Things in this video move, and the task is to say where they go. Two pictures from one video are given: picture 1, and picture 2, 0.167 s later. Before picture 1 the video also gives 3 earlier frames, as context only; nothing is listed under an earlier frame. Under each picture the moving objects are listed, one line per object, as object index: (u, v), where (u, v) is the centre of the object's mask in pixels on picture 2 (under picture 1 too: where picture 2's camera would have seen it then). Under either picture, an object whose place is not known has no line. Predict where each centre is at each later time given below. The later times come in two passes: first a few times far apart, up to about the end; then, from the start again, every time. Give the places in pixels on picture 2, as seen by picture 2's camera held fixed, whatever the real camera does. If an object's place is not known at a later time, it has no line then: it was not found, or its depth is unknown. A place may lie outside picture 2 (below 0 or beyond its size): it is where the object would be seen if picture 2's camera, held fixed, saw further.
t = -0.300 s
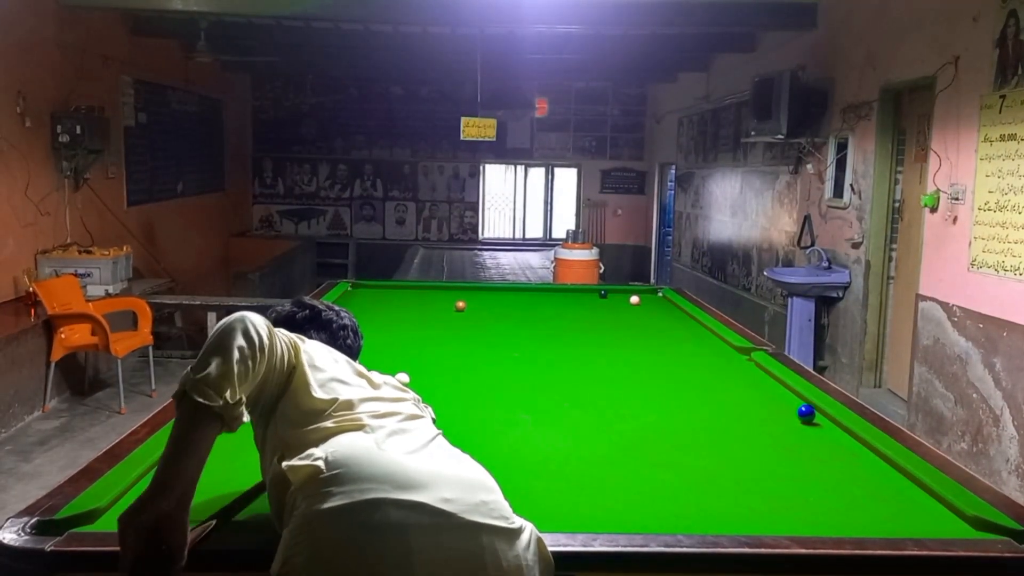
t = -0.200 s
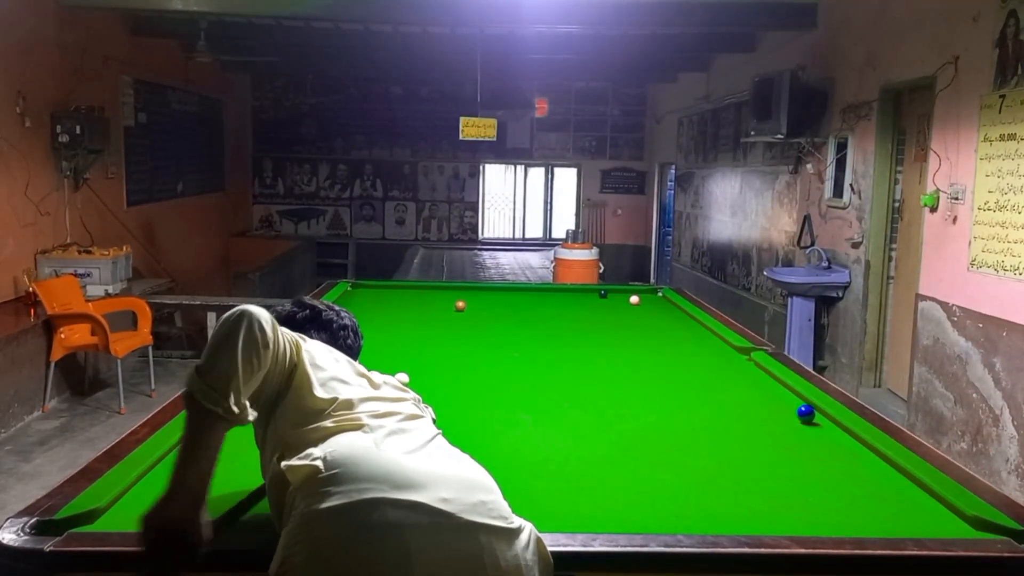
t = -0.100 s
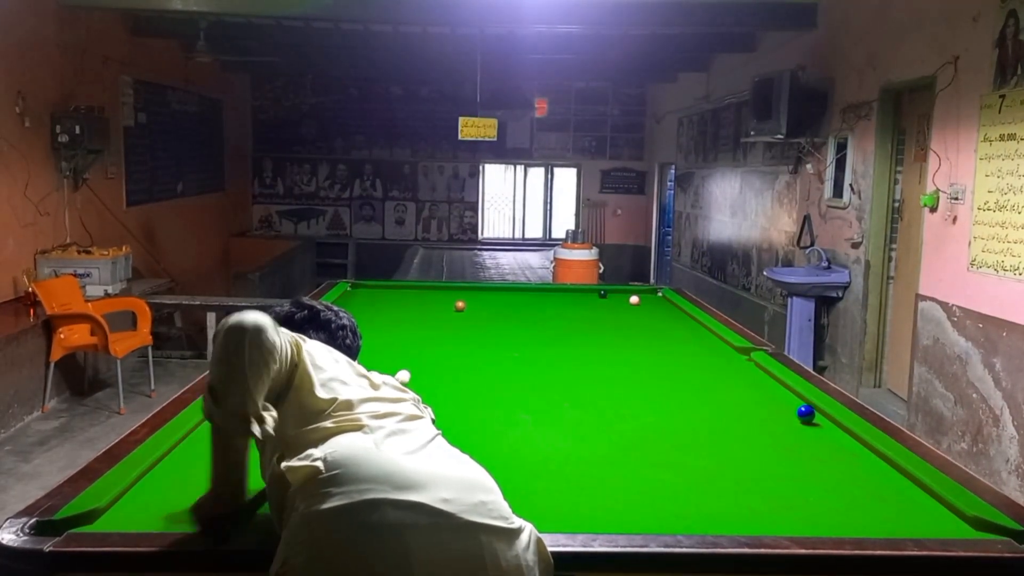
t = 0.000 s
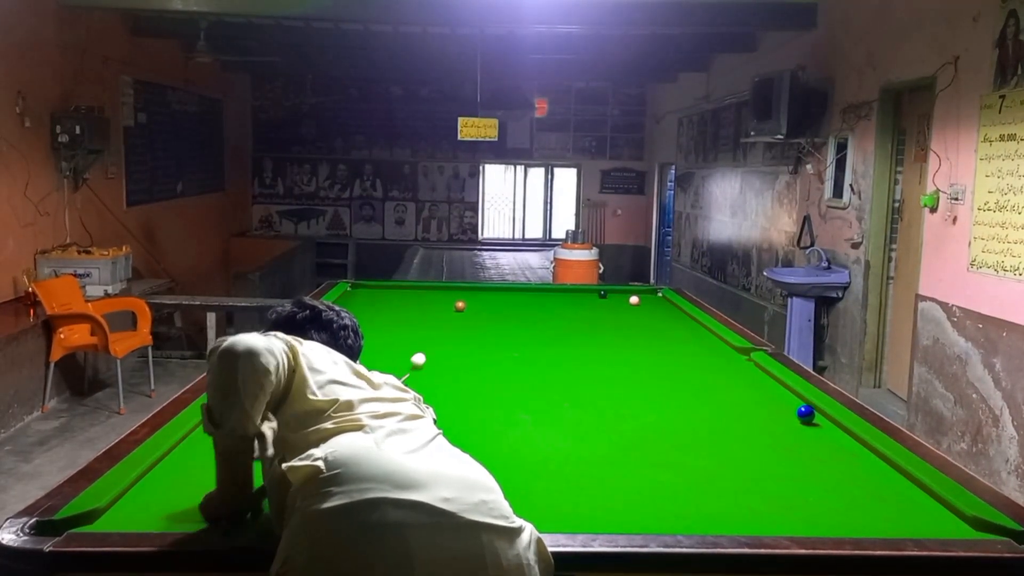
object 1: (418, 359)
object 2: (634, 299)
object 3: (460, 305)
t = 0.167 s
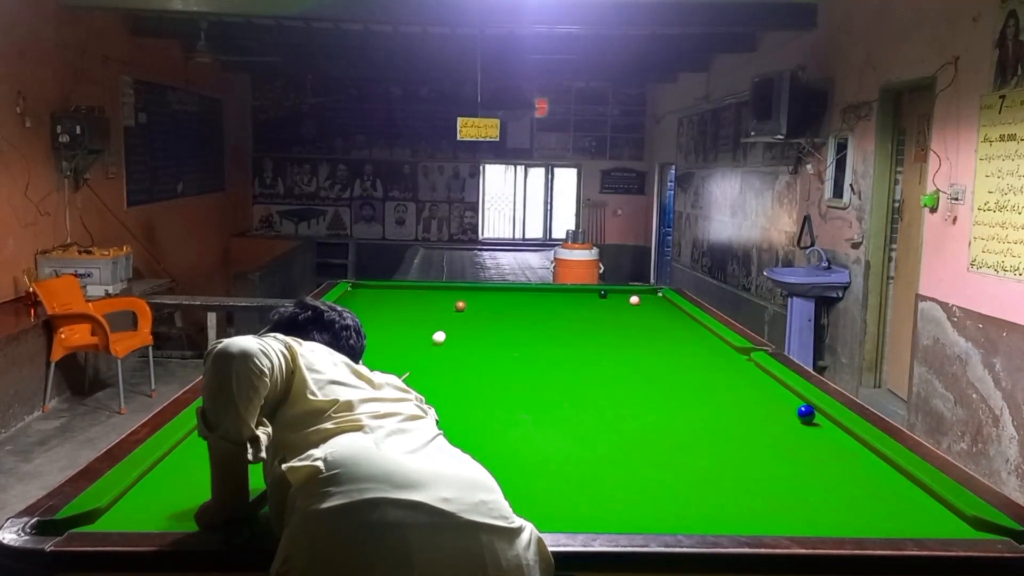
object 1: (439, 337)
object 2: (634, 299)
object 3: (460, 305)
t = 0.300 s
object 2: (634, 299)
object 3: (460, 305)
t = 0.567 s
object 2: (634, 299)
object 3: (446, 301)
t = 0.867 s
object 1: (547, 294)
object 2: (635, 299)
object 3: (408, 293)
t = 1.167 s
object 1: (596, 292)
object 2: (635, 299)
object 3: (377, 286)
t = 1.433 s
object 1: (611, 294)
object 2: (635, 300)
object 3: (354, 287)
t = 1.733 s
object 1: (629, 295)
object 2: (639, 304)
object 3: (362, 291)
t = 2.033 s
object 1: (645, 297)
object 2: (644, 307)
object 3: (371, 295)
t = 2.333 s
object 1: (659, 297)
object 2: (647, 310)
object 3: (382, 298)
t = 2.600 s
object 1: (661, 299)
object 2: (650, 312)
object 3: (390, 302)
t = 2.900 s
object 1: (658, 300)
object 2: (654, 314)
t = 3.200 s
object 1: (655, 301)
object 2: (656, 316)
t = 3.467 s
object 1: (653, 301)
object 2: (658, 318)
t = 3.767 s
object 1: (651, 302)
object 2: (661, 319)
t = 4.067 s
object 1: (651, 302)
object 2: (662, 320)
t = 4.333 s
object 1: (651, 302)
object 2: (662, 321)
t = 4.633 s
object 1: (651, 302)
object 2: (663, 320)
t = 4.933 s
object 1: (650, 302)
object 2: (663, 321)
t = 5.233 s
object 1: (650, 302)
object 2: (663, 320)
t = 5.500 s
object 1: (650, 302)
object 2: (663, 320)
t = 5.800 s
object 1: (650, 302)
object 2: (663, 320)
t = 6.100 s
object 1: (650, 302)
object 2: (663, 320)
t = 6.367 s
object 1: (651, 302)
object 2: (663, 320)
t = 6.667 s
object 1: (650, 302)
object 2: (663, 320)
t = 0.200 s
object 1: (442, 333)
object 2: (634, 299)
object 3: (460, 305)
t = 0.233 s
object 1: (446, 330)
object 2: (634, 299)
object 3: (460, 305)
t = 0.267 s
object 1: (449, 326)
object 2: (634, 299)
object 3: (460, 305)
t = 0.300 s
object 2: (634, 299)
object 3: (460, 305)
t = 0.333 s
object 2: (634, 299)
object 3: (460, 305)
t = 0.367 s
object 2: (634, 299)
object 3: (460, 305)
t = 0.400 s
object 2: (634, 299)
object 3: (460, 304)
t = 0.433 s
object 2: (634, 299)
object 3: (460, 303)
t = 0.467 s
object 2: (634, 299)
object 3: (459, 304)
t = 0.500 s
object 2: (634, 299)
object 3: (458, 304)
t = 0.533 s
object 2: (634, 299)
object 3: (452, 303)
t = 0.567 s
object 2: (634, 299)
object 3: (446, 301)
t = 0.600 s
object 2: (634, 299)
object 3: (441, 301)
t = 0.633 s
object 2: (634, 299)
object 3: (436, 300)
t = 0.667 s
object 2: (635, 299)
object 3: (431, 299)
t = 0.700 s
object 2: (635, 299)
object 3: (427, 298)
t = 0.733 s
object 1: (522, 299)
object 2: (635, 299)
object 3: (424, 297)
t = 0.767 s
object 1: (529, 298)
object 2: (635, 299)
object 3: (419, 296)
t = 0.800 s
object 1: (535, 297)
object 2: (635, 299)
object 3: (416, 295)
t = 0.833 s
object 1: (541, 295)
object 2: (635, 299)
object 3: (412, 294)
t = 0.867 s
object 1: (547, 294)
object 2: (635, 299)
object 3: (408, 293)
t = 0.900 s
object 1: (552, 293)
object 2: (635, 299)
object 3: (404, 293)
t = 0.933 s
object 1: (558, 292)
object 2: (635, 299)
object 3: (401, 292)
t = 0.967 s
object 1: (563, 291)
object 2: (635, 299)
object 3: (397, 292)
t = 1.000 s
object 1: (569, 290)
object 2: (635, 299)
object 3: (394, 291)
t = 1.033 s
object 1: (574, 289)
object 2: (635, 299)
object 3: (390, 290)
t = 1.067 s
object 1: (579, 289)
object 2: (635, 299)
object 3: (387, 289)
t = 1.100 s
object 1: (585, 290)
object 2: (635, 299)
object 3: (383, 288)
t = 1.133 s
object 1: (591, 291)
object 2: (635, 299)
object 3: (380, 287)
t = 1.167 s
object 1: (596, 292)
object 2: (635, 299)
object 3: (377, 286)
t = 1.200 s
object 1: (598, 292)
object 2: (635, 299)
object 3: (374, 286)
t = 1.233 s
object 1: (599, 293)
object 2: (635, 299)
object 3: (371, 285)
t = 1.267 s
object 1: (601, 293)
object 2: (635, 299)
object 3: (368, 286)
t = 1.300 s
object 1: (603, 293)
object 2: (635, 299)
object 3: (365, 286)
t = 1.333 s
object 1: (605, 293)
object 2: (635, 299)
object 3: (362, 286)
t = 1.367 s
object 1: (607, 293)
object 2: (635, 300)
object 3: (359, 286)
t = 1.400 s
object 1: (609, 294)
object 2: (635, 299)
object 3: (356, 287)
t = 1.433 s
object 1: (611, 294)
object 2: (635, 300)
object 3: (354, 287)
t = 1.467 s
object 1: (613, 294)
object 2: (636, 300)
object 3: (353, 288)
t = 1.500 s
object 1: (615, 294)
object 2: (636, 300)
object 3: (353, 288)
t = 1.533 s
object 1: (617, 294)
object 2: (636, 301)
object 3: (355, 288)
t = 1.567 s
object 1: (619, 294)
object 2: (637, 302)
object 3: (356, 288)
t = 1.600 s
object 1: (621, 294)
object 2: (638, 302)
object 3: (357, 289)
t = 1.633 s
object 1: (623, 295)
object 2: (638, 303)
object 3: (358, 289)
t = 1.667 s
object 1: (625, 295)
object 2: (638, 303)
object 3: (359, 290)
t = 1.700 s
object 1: (627, 295)
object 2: (639, 303)
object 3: (360, 291)
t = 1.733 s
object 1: (629, 295)
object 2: (639, 304)
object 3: (362, 291)
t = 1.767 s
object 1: (631, 295)
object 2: (640, 304)
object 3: (363, 292)
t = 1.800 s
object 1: (633, 295)
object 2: (640, 305)
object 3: (364, 292)
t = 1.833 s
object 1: (634, 296)
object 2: (641, 305)
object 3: (365, 292)
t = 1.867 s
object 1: (636, 296)
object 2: (641, 305)
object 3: (366, 293)
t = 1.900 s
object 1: (638, 296)
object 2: (642, 306)
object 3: (367, 293)
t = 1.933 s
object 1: (640, 296)
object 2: (642, 306)
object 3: (368, 293)
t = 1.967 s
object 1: (641, 296)
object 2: (642, 307)
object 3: (369, 294)
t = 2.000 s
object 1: (643, 296)
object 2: (643, 306)
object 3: (370, 294)
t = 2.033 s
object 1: (645, 297)
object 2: (644, 307)
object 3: (371, 295)
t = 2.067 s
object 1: (646, 296)
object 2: (644, 307)
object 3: (373, 295)
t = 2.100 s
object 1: (647, 296)
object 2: (644, 308)
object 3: (374, 295)
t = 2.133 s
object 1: (650, 296)
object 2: (645, 308)
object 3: (375, 296)
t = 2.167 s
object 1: (652, 296)
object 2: (645, 309)
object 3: (376, 296)
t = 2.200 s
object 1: (653, 297)
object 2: (646, 309)
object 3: (377, 296)
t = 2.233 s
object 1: (654, 297)
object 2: (646, 309)
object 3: (378, 297)
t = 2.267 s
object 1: (656, 297)
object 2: (646, 309)
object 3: (379, 297)
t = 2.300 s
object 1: (658, 297)
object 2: (647, 310)
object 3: (380, 298)
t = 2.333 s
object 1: (659, 297)
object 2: (647, 310)
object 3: (382, 298)
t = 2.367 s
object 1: (661, 298)
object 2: (648, 310)
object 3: (382, 299)
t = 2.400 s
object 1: (662, 298)
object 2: (648, 310)
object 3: (383, 299)
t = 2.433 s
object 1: (663, 298)
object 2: (648, 310)
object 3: (385, 299)
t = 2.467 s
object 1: (663, 298)
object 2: (649, 311)
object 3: (386, 300)
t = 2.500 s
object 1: (663, 298)
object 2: (649, 311)
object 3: (387, 300)
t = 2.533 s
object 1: (662, 298)
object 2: (650, 311)
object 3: (388, 301)
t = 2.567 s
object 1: (662, 298)
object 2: (650, 312)
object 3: (389, 301)
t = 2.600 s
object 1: (661, 299)
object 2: (650, 312)
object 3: (390, 302)
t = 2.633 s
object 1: (661, 299)
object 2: (651, 312)
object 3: (391, 302)
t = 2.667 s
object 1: (661, 299)
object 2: (651, 312)
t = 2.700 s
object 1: (660, 299)
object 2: (651, 313)
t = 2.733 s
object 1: (660, 299)
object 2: (652, 313)
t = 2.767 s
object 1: (660, 299)
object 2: (652, 313)
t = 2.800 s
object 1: (660, 299)
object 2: (653, 313)
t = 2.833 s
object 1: (659, 299)
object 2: (653, 314)
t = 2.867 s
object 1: (659, 300)
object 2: (653, 314)
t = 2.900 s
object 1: (658, 300)
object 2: (654, 314)
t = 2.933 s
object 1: (658, 300)
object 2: (654, 314)
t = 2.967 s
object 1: (657, 300)
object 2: (655, 315)
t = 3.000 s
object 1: (657, 300)
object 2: (655, 315)
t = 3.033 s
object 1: (657, 300)
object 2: (655, 315)
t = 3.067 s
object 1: (657, 300)
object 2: (656, 315)
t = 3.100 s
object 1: (656, 300)
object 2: (656, 316)
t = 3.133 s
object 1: (656, 300)
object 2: (656, 316)
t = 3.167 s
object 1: (656, 301)
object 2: (656, 316)
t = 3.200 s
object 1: (655, 301)
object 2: (656, 316)
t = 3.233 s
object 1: (655, 301)
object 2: (657, 316)
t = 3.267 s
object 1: (655, 301)
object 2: (657, 316)
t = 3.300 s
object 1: (654, 301)
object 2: (657, 317)
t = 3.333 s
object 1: (654, 301)
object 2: (658, 317)
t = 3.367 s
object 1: (654, 301)
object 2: (658, 317)
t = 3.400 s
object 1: (653, 301)
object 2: (658, 318)
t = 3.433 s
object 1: (653, 301)
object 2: (658, 318)
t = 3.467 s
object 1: (653, 301)
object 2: (658, 318)
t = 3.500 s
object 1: (653, 301)
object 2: (659, 318)
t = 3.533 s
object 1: (653, 301)
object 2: (659, 318)
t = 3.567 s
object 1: (652, 301)
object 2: (659, 319)
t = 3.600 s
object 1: (652, 302)
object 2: (659, 319)
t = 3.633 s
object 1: (652, 302)
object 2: (660, 319)
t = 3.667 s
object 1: (652, 302)
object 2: (660, 319)
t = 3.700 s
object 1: (652, 302)
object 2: (660, 319)
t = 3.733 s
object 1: (652, 302)
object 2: (660, 319)
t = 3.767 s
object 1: (651, 302)
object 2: (661, 319)
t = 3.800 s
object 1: (651, 302)
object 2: (661, 319)
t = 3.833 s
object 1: (651, 302)
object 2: (661, 320)
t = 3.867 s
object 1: (651, 302)
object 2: (661, 320)
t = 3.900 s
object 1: (651, 302)
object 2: (661, 320)
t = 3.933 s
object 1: (651, 302)
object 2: (661, 320)
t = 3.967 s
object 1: (651, 302)
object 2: (662, 320)
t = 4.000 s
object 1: (651, 302)
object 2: (662, 320)
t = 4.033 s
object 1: (651, 302)
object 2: (662, 320)
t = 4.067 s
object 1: (651, 302)
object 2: (662, 320)
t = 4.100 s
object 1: (651, 302)
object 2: (662, 320)
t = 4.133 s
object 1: (651, 302)
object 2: (662, 320)
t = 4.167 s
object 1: (651, 302)
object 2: (662, 320)
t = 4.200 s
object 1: (651, 302)
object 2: (662, 320)
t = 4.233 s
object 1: (651, 302)
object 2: (662, 320)
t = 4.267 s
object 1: (651, 302)
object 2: (662, 320)
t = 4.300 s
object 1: (651, 302)
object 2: (662, 320)
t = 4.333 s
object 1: (651, 302)
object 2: (662, 321)
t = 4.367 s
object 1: (651, 302)
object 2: (663, 321)
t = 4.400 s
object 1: (651, 302)
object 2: (662, 321)
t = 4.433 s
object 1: (651, 302)
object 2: (663, 321)
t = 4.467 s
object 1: (651, 302)
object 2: (663, 321)
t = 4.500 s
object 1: (651, 302)
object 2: (663, 321)
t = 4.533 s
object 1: (651, 302)
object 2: (663, 320)
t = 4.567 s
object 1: (651, 302)
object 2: (663, 320)
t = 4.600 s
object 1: (651, 302)
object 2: (663, 320)
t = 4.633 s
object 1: (651, 302)
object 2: (663, 320)
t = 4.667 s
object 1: (650, 302)
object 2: (663, 320)
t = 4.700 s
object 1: (651, 302)
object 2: (663, 320)
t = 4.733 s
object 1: (650, 302)
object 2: (663, 320)
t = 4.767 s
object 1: (650, 303)
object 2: (663, 320)
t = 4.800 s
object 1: (650, 302)
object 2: (663, 320)
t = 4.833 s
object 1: (650, 302)
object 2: (663, 320)
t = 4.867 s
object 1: (650, 303)
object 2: (663, 320)
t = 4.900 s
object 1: (651, 302)
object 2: (663, 320)
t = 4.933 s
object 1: (650, 302)
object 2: (663, 321)
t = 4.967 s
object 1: (650, 302)
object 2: (663, 320)
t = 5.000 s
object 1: (650, 302)
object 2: (663, 320)
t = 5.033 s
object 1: (650, 302)
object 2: (663, 320)
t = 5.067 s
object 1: (651, 302)
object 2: (663, 320)
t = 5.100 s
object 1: (650, 302)
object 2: (663, 320)
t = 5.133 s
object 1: (650, 302)
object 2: (663, 320)
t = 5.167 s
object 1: (650, 302)
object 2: (663, 320)
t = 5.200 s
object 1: (650, 302)
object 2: (663, 320)
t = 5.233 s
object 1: (650, 302)
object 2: (663, 320)
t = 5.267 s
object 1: (650, 302)
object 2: (663, 320)
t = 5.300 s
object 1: (651, 302)
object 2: (663, 321)
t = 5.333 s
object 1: (650, 303)
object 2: (663, 321)
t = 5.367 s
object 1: (650, 303)
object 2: (663, 321)
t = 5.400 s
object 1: (650, 302)
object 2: (663, 321)
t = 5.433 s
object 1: (650, 303)
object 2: (663, 320)
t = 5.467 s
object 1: (650, 303)
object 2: (663, 320)
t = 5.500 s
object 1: (650, 302)
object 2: (663, 320)
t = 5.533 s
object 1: (650, 302)
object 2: (663, 320)
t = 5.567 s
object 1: (650, 302)
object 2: (663, 320)
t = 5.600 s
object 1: (650, 302)
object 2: (663, 320)
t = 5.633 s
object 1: (650, 302)
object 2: (663, 320)
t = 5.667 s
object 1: (650, 302)
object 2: (663, 320)
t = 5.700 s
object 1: (650, 302)
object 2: (663, 320)
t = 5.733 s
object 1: (650, 302)
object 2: (663, 320)
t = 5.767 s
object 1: (651, 302)
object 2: (663, 320)
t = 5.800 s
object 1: (650, 302)
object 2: (663, 320)
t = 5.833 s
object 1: (650, 302)
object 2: (663, 320)
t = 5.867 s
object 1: (650, 302)
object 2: (663, 320)
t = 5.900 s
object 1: (650, 302)
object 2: (663, 320)
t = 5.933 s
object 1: (650, 302)
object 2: (663, 320)
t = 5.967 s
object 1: (650, 302)
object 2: (663, 320)
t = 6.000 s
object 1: (650, 302)
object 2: (663, 320)
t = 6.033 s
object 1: (650, 302)
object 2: (663, 320)
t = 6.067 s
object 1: (650, 302)
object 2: (663, 320)
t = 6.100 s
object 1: (650, 302)
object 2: (663, 320)
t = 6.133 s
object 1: (650, 302)
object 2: (663, 320)
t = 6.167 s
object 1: (650, 302)
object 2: (663, 320)
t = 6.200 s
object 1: (650, 302)
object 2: (663, 320)
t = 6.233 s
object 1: (650, 302)
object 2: (663, 320)
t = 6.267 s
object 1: (650, 302)
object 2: (663, 320)
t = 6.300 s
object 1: (650, 302)
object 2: (663, 320)
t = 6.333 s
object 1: (650, 302)
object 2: (663, 320)
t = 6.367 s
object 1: (651, 302)
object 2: (663, 320)
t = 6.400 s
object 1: (650, 302)
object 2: (663, 320)
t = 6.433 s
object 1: (650, 302)
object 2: (663, 320)
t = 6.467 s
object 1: (650, 302)
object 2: (663, 320)
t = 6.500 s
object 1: (650, 302)
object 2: (663, 320)
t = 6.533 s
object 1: (650, 302)
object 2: (663, 320)
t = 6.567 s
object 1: (650, 302)
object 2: (663, 320)
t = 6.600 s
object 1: (650, 302)
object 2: (663, 320)
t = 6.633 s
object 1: (650, 302)
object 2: (663, 320)
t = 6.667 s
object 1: (650, 302)
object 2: (663, 320)
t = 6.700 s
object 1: (650, 302)
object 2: (663, 320)
